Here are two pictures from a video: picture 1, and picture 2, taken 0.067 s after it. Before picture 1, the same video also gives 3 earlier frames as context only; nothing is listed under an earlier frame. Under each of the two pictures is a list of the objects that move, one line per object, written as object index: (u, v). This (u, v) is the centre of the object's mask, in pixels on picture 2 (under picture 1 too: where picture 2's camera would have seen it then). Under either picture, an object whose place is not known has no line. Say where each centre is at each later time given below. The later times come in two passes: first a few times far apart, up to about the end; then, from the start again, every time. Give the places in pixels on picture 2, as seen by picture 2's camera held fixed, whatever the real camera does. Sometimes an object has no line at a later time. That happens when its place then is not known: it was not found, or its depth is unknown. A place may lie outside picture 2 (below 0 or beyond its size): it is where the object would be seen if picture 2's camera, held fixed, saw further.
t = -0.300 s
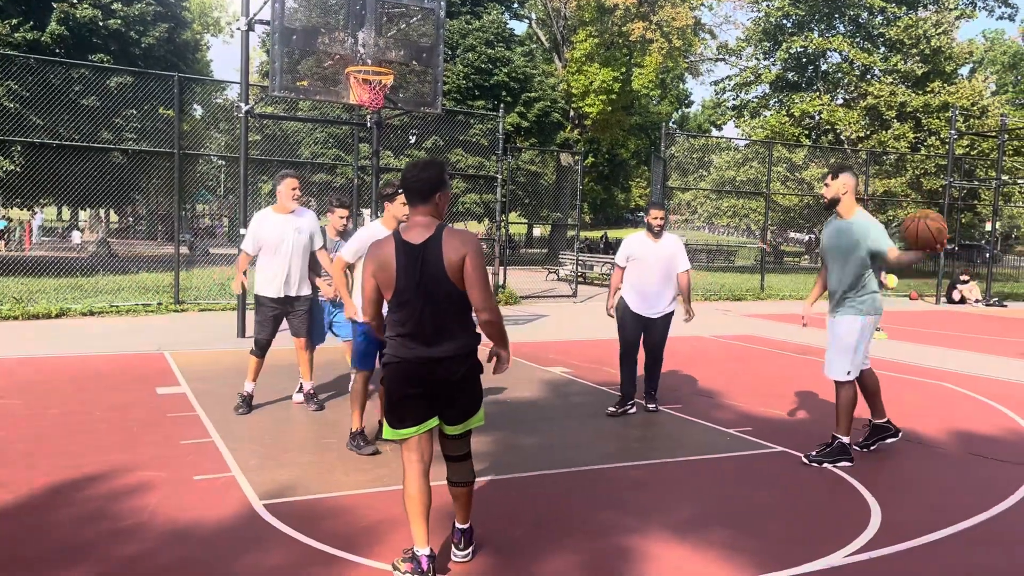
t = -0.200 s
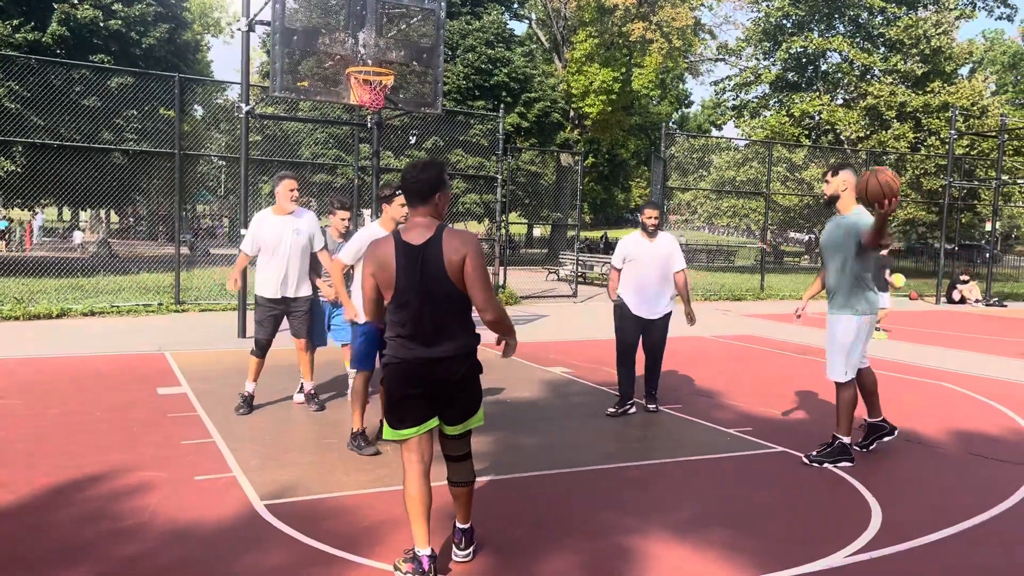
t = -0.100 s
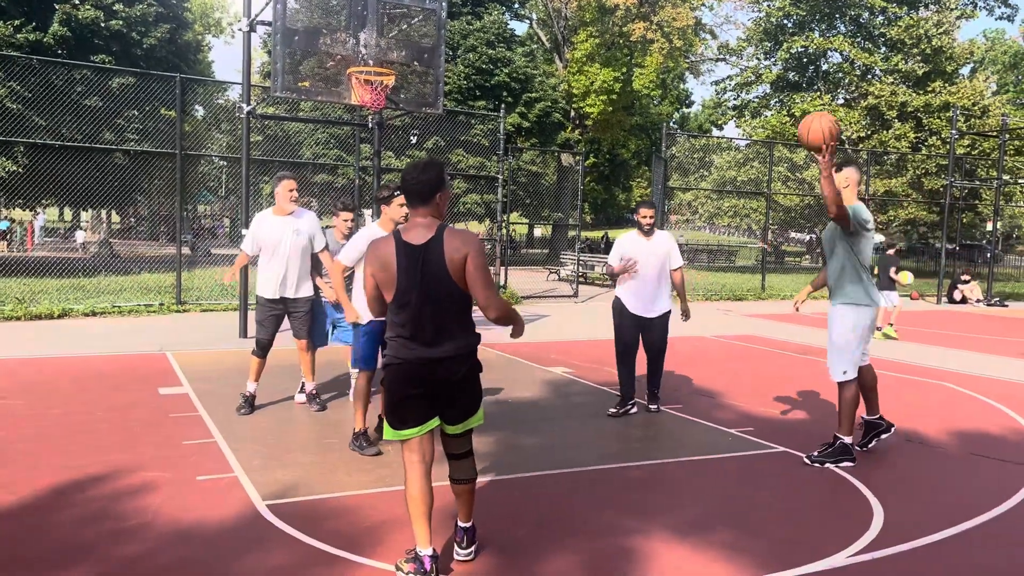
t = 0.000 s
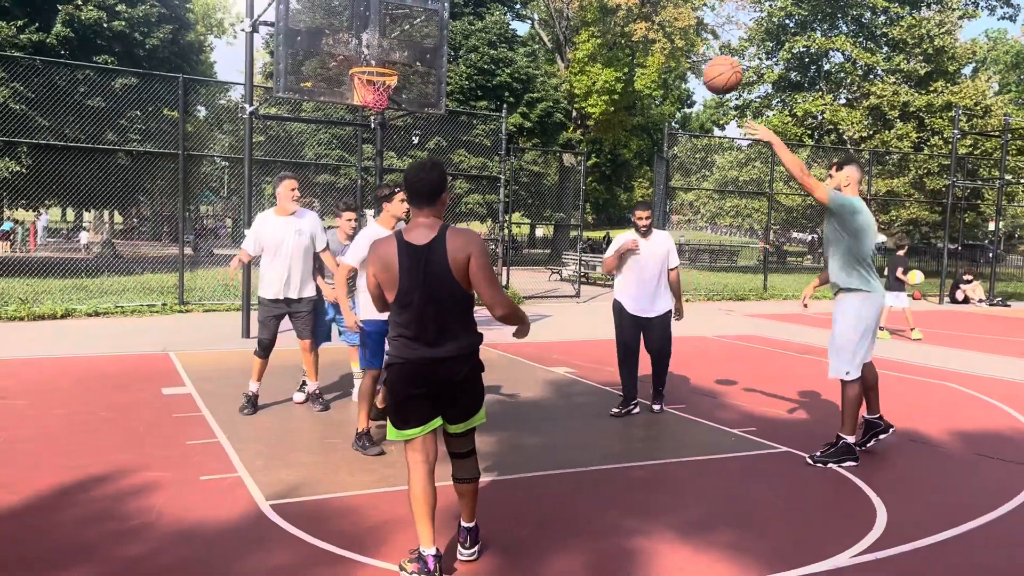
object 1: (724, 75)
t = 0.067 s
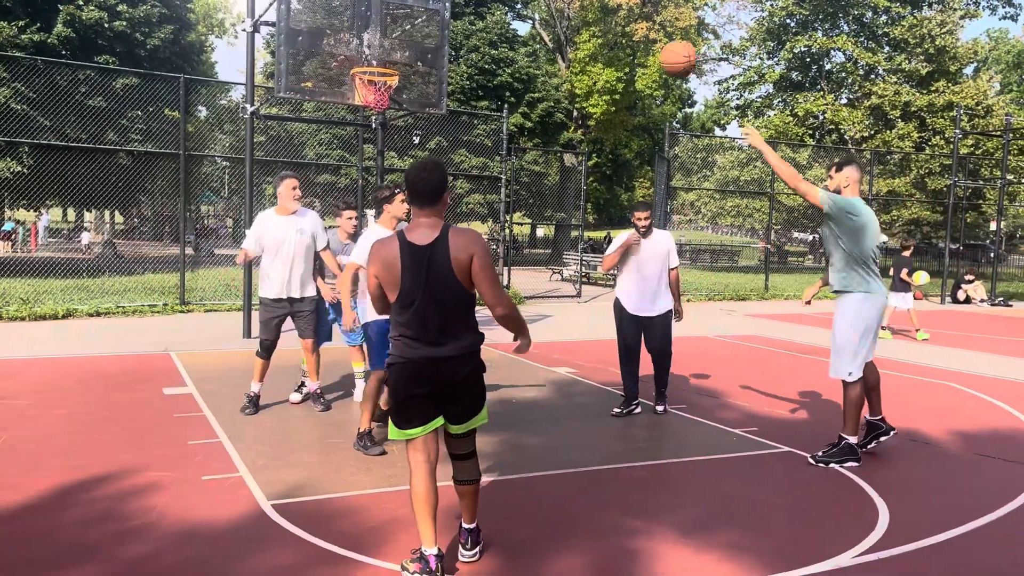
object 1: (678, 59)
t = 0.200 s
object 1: (594, 50)
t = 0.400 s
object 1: (484, 84)
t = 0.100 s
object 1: (656, 54)
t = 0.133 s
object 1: (635, 51)
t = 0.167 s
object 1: (615, 50)
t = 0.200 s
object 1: (594, 50)
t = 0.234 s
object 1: (574, 52)
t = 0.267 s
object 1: (555, 56)
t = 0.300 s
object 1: (537, 60)
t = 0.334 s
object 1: (519, 67)
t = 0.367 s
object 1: (501, 74)
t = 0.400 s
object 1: (484, 84)
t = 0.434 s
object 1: (468, 93)
